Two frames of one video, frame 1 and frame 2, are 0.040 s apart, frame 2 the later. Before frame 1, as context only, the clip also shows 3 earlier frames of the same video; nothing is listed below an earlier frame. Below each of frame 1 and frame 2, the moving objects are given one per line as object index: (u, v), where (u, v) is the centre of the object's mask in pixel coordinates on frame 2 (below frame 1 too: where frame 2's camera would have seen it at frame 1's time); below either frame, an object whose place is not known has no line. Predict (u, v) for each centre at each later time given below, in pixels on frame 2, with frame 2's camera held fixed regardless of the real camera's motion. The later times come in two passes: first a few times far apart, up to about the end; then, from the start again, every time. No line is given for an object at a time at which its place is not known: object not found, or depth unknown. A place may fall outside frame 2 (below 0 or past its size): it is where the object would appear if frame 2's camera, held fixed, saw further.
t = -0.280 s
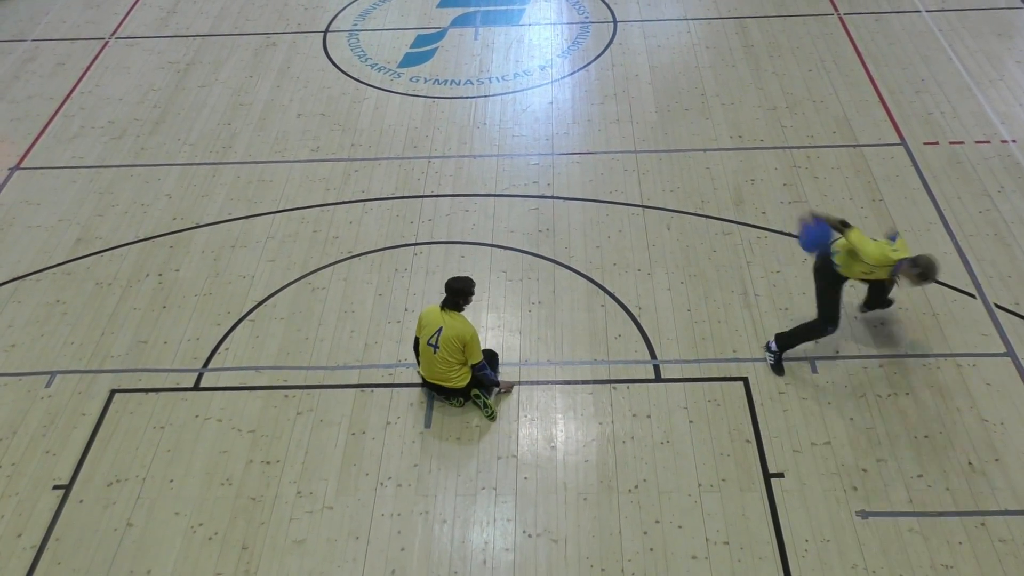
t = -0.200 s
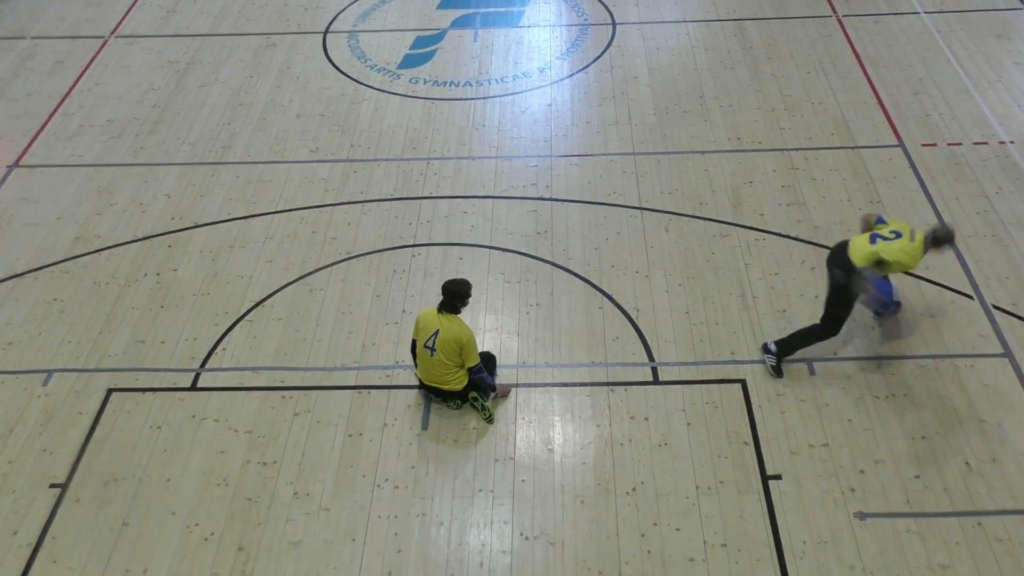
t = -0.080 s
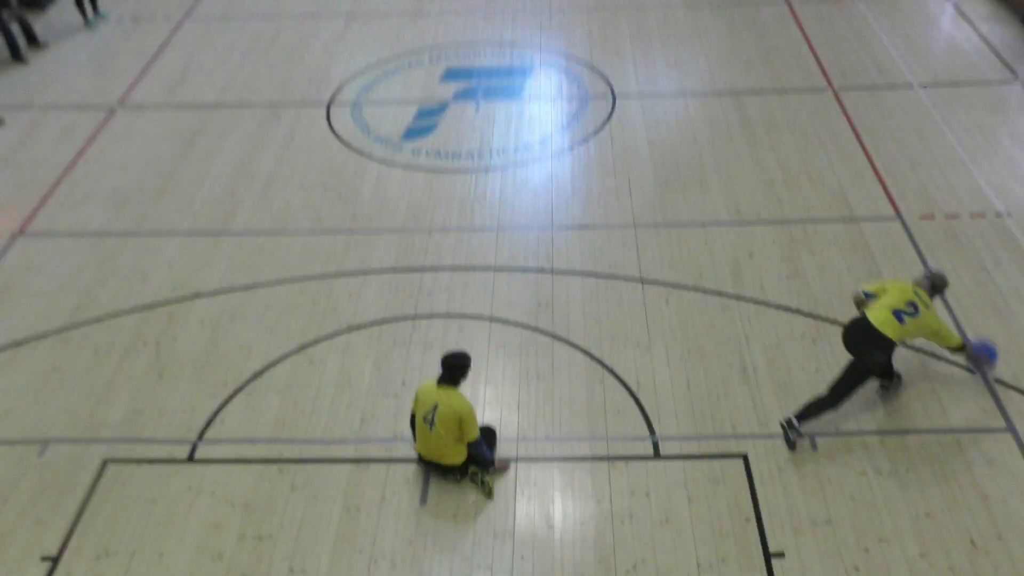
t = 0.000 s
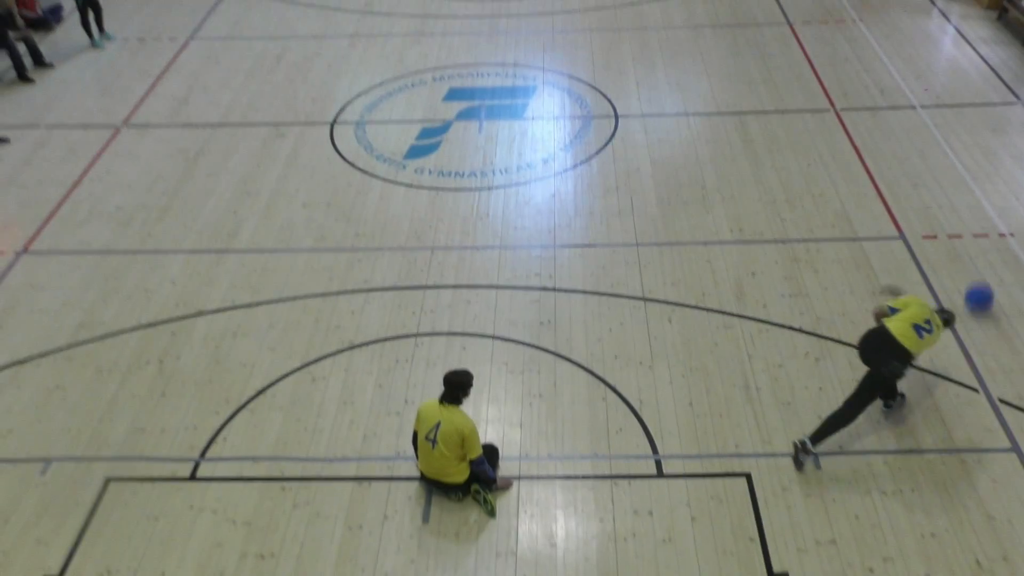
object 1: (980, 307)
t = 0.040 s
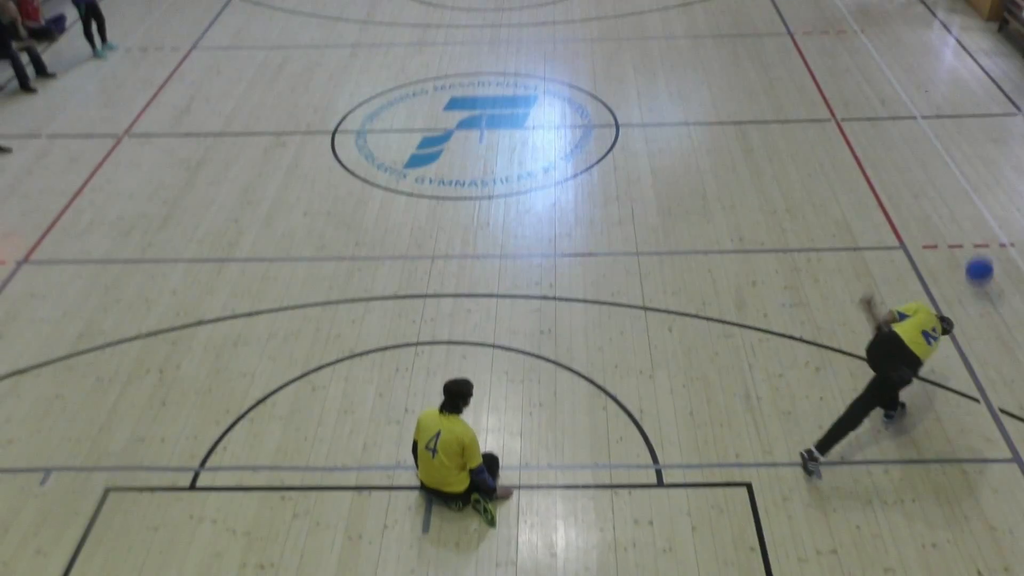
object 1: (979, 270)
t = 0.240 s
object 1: (974, 145)
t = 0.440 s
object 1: (971, 69)
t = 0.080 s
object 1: (979, 237)
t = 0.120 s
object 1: (978, 208)
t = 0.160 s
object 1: (977, 184)
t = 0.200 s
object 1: (976, 163)
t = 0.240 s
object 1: (974, 145)
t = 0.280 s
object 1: (973, 129)
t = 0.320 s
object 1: (971, 116)
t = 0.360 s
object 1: (970, 103)
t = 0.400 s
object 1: (970, 85)
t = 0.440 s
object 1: (971, 69)
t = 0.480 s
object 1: (970, 56)
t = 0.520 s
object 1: (970, 44)
